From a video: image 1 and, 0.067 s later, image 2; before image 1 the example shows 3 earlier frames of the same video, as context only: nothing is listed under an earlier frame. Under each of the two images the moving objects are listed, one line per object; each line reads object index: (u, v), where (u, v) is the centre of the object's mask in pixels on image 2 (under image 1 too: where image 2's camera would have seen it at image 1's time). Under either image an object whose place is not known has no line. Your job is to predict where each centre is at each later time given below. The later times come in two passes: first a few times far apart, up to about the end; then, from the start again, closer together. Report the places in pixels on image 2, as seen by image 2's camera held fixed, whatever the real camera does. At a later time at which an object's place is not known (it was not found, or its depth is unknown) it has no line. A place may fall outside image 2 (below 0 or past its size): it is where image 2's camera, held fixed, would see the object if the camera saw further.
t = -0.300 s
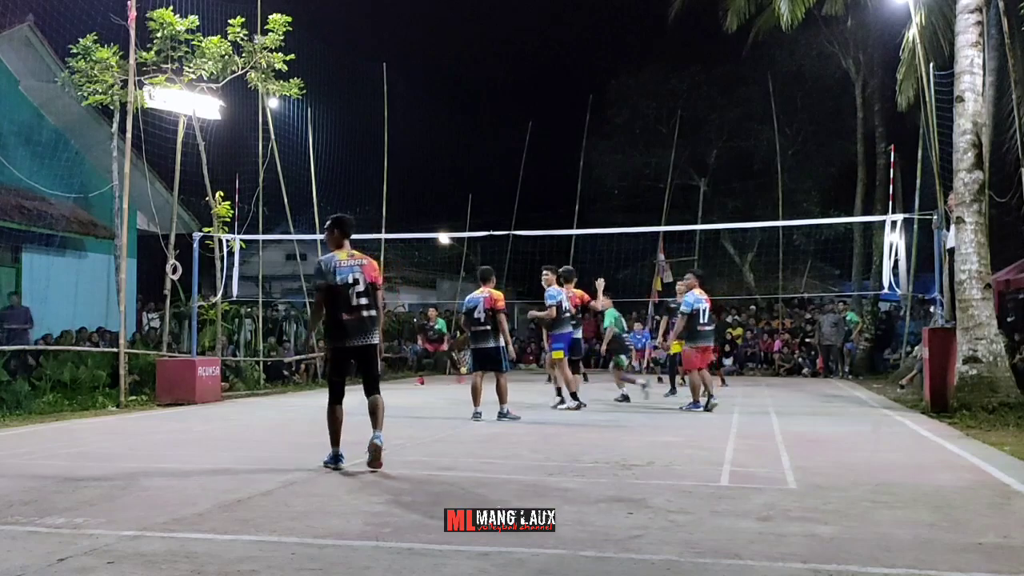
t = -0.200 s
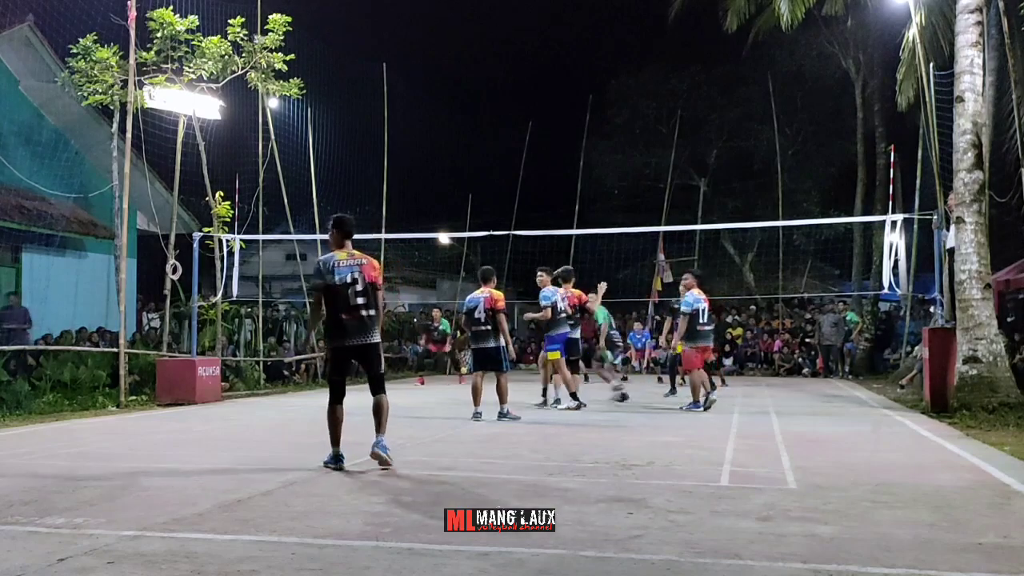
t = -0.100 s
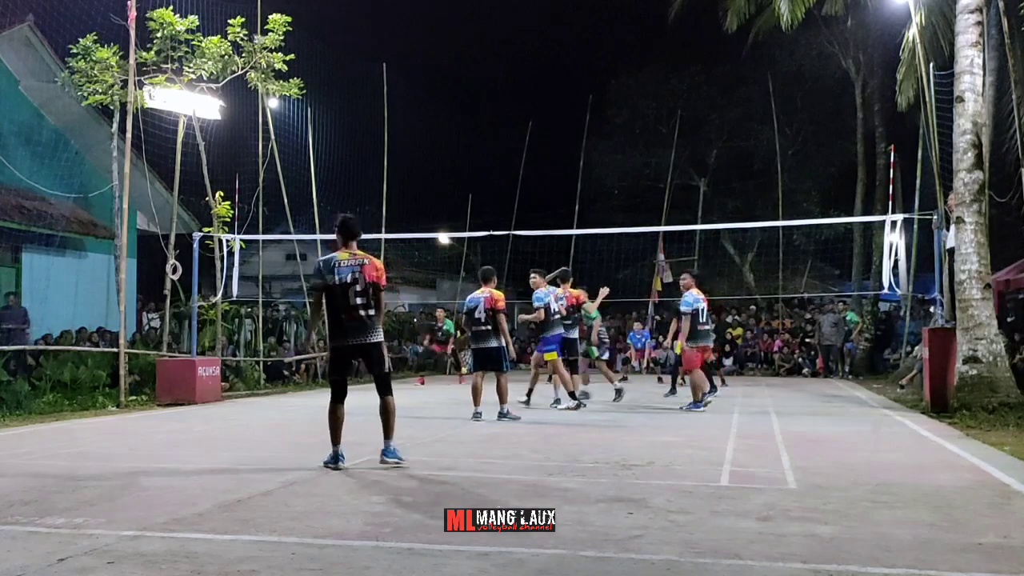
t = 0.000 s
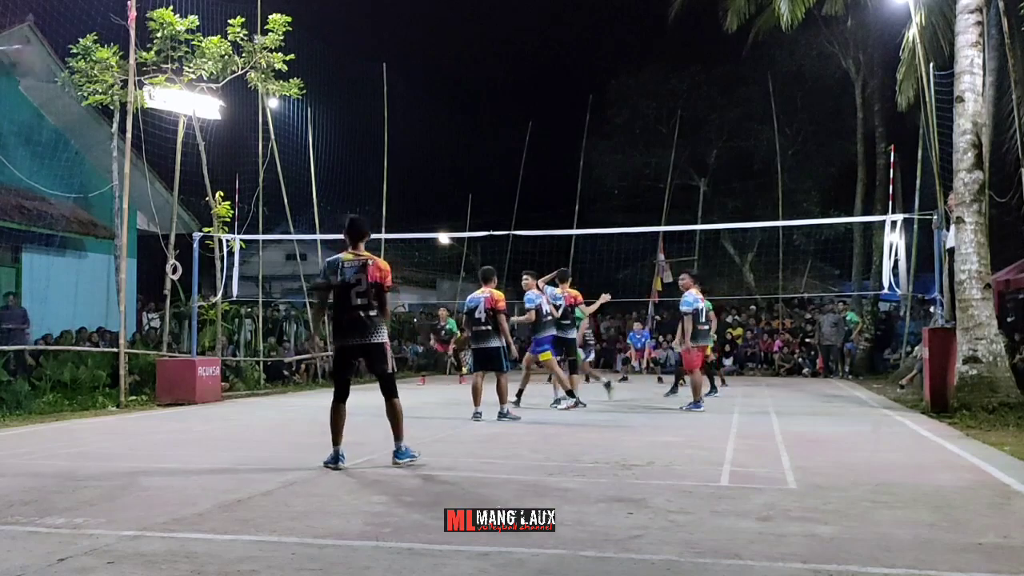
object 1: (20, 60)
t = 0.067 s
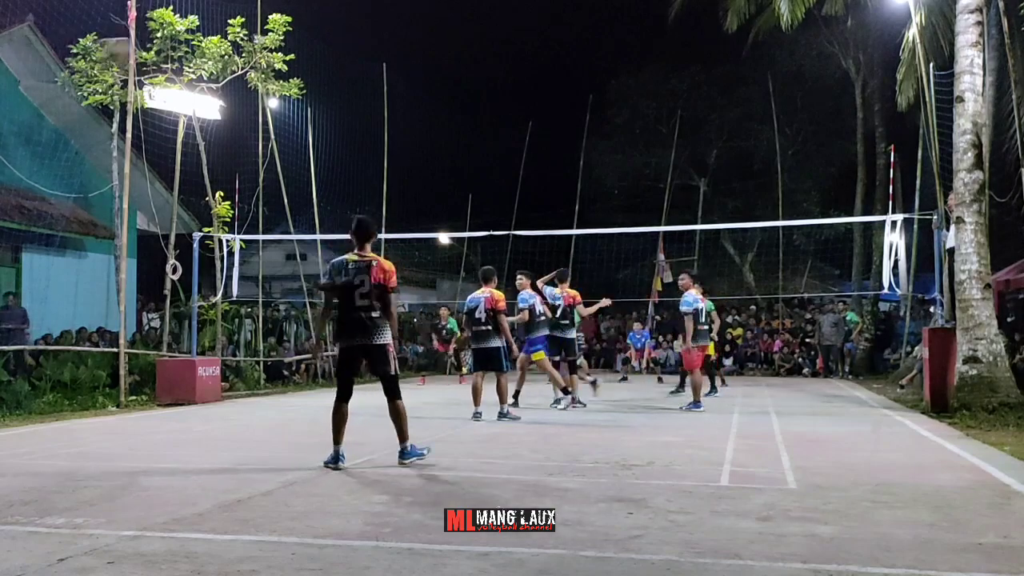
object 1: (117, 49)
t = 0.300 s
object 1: (332, 65)
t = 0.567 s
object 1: (468, 128)
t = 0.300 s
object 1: (332, 65)
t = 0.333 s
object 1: (354, 71)
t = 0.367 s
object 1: (373, 77)
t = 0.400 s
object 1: (391, 84)
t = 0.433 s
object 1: (409, 92)
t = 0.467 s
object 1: (425, 101)
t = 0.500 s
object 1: (440, 110)
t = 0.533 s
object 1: (455, 119)
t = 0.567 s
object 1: (468, 128)
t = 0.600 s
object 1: (481, 138)
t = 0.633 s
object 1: (493, 148)
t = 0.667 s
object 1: (504, 158)
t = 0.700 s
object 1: (515, 168)
